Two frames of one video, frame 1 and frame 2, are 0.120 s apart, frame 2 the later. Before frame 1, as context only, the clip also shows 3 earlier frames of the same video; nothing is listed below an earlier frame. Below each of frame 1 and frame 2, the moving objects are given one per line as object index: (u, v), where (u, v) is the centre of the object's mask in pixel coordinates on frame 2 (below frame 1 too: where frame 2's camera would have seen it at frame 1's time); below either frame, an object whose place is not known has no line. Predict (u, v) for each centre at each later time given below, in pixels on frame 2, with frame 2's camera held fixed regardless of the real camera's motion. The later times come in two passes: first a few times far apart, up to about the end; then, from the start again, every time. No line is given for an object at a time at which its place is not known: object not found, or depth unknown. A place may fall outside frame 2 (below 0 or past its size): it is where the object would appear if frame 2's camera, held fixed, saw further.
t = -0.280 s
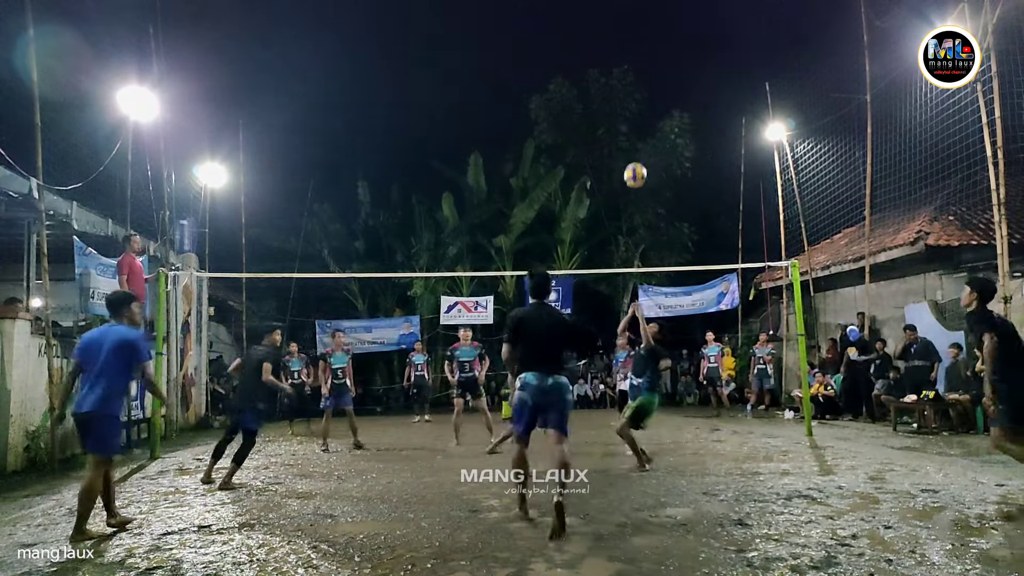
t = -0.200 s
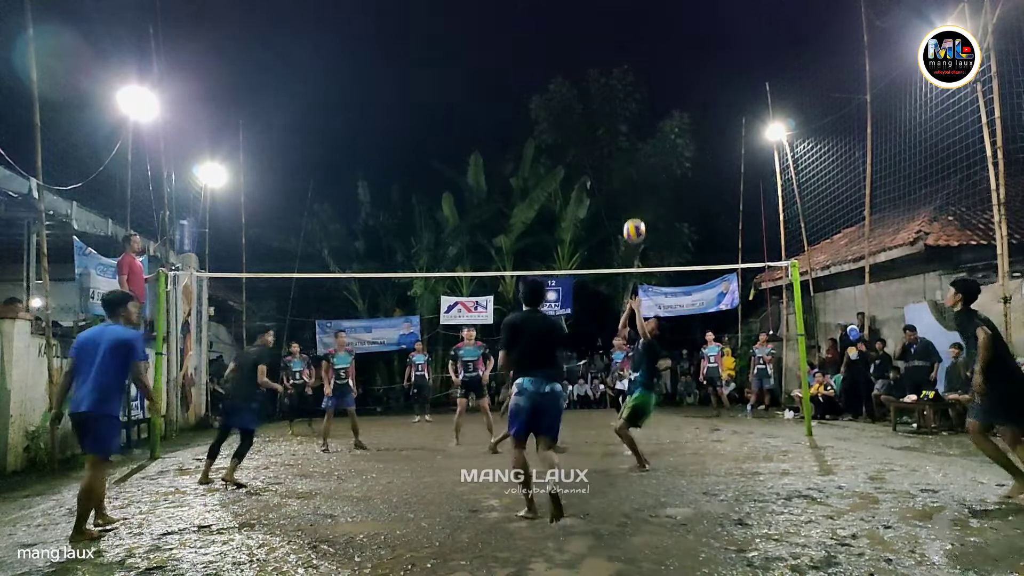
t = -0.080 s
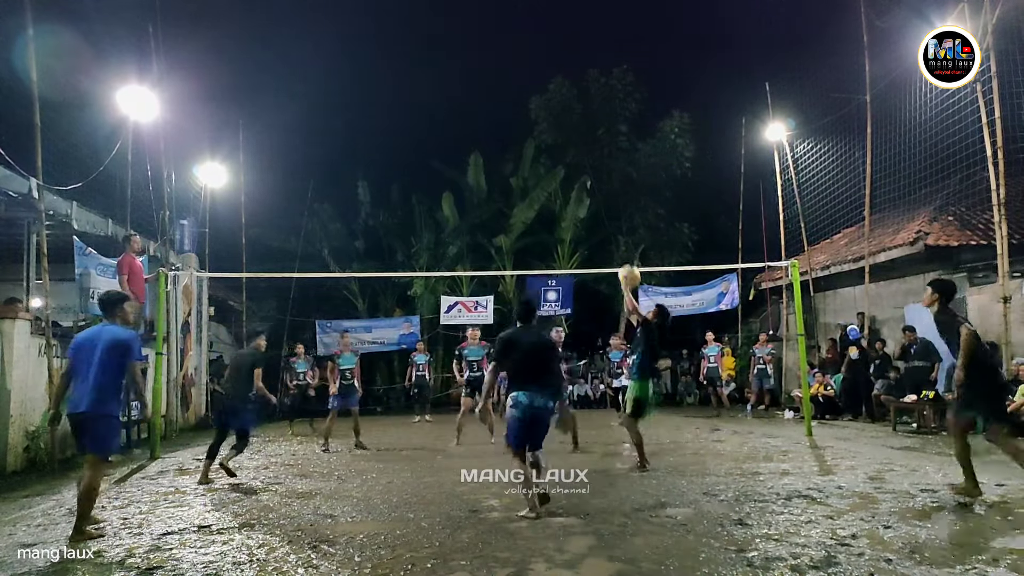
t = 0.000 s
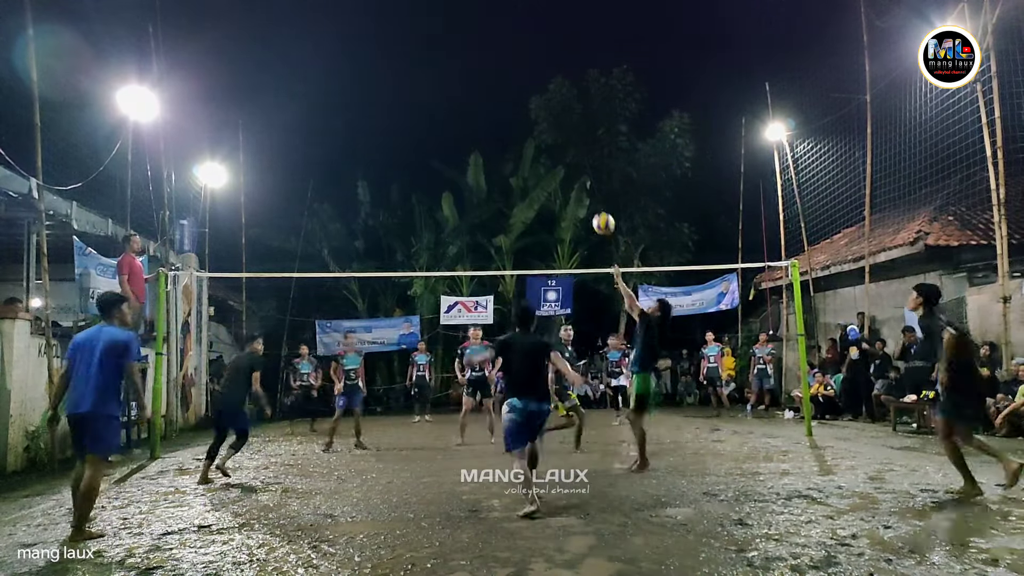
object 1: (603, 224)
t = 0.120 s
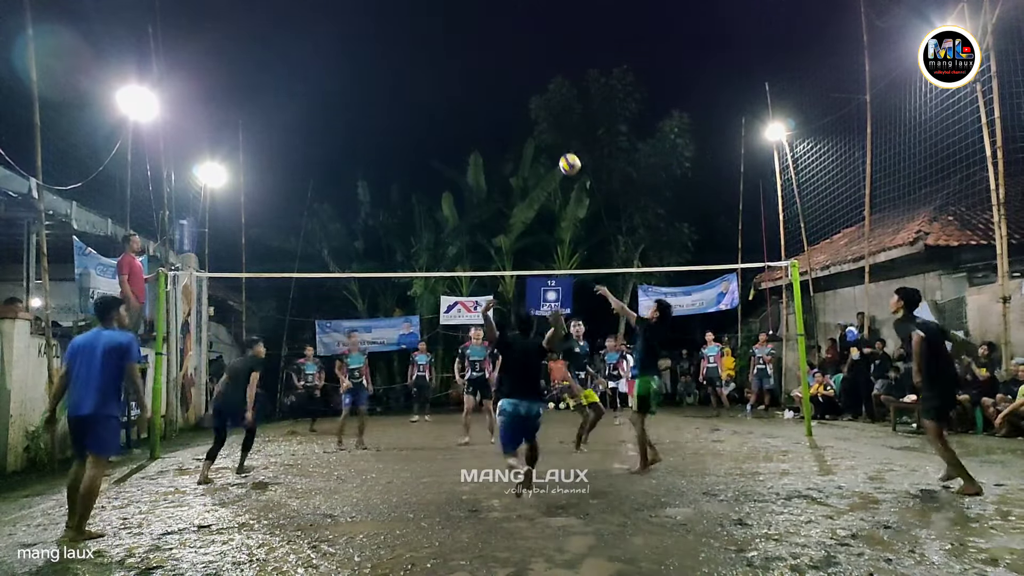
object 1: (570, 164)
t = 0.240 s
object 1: (538, 121)
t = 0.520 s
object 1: (475, 75)
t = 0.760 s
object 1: (422, 88)
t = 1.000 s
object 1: (378, 144)
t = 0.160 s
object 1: (560, 151)
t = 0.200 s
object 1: (551, 138)
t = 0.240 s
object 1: (538, 121)
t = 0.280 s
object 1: (530, 112)
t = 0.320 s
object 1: (517, 100)
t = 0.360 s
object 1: (509, 93)
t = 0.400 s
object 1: (501, 87)
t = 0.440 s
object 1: (490, 81)
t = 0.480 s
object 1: (482, 78)
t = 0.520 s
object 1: (475, 75)
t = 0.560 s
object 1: (464, 74)
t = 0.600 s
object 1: (457, 74)
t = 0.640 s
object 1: (450, 75)
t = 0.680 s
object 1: (439, 78)
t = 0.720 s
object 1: (432, 82)
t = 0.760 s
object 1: (422, 88)
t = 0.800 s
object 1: (416, 94)
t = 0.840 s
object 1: (409, 100)
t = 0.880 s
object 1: (400, 111)
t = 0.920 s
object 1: (393, 120)
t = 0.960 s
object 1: (387, 129)
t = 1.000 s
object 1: (378, 144)
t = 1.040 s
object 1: (372, 156)
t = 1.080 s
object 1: (364, 174)
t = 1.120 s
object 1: (358, 188)
